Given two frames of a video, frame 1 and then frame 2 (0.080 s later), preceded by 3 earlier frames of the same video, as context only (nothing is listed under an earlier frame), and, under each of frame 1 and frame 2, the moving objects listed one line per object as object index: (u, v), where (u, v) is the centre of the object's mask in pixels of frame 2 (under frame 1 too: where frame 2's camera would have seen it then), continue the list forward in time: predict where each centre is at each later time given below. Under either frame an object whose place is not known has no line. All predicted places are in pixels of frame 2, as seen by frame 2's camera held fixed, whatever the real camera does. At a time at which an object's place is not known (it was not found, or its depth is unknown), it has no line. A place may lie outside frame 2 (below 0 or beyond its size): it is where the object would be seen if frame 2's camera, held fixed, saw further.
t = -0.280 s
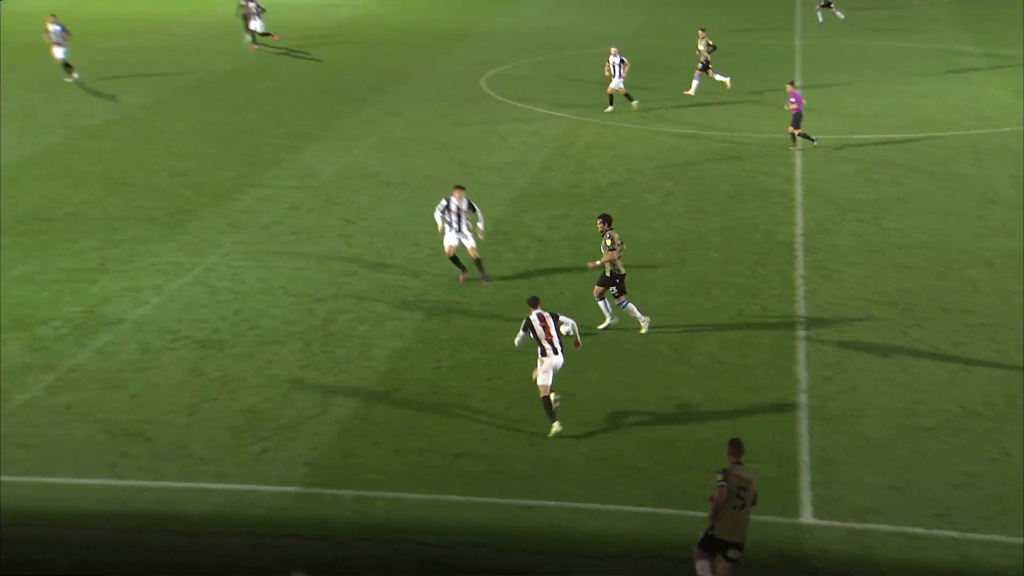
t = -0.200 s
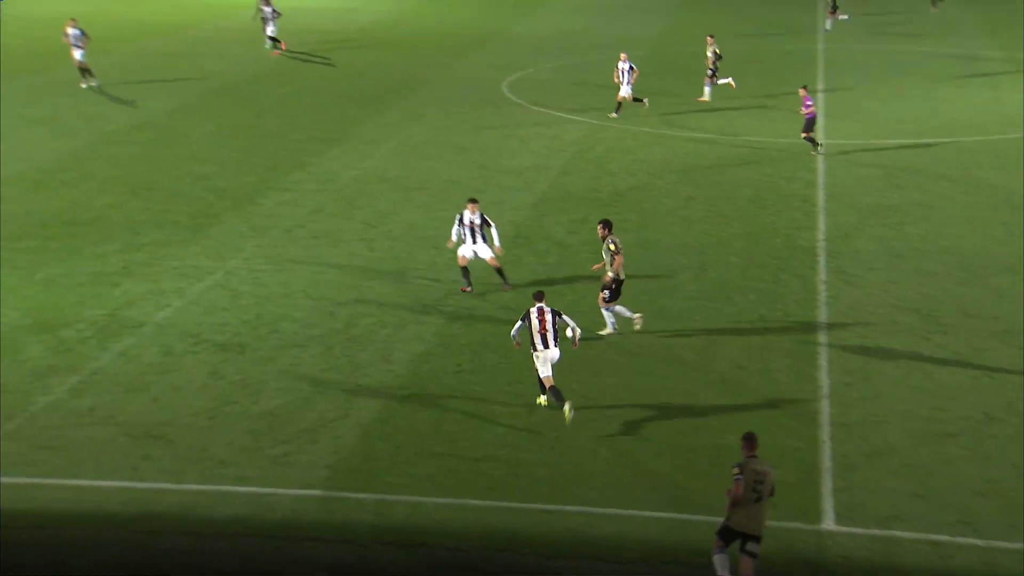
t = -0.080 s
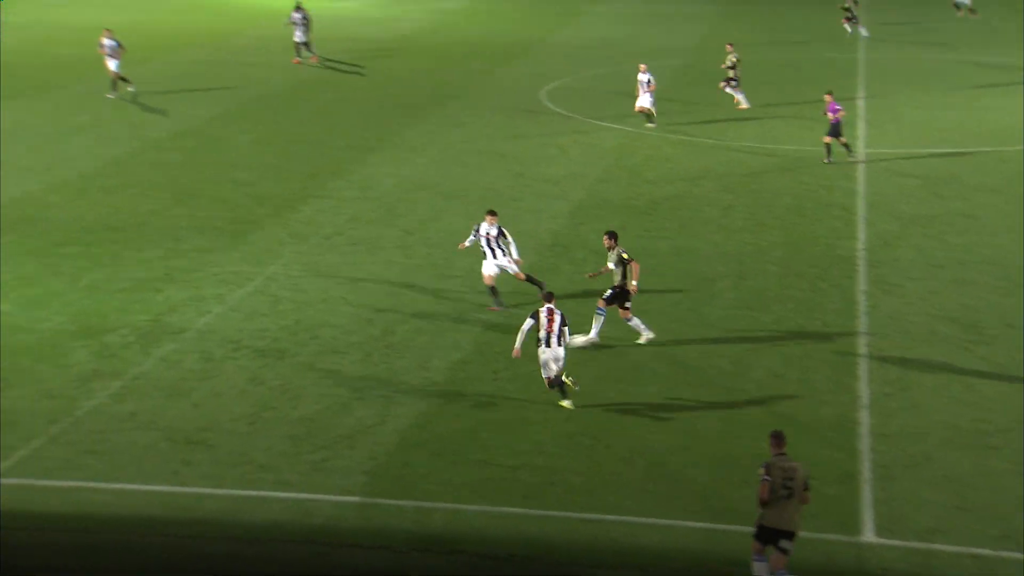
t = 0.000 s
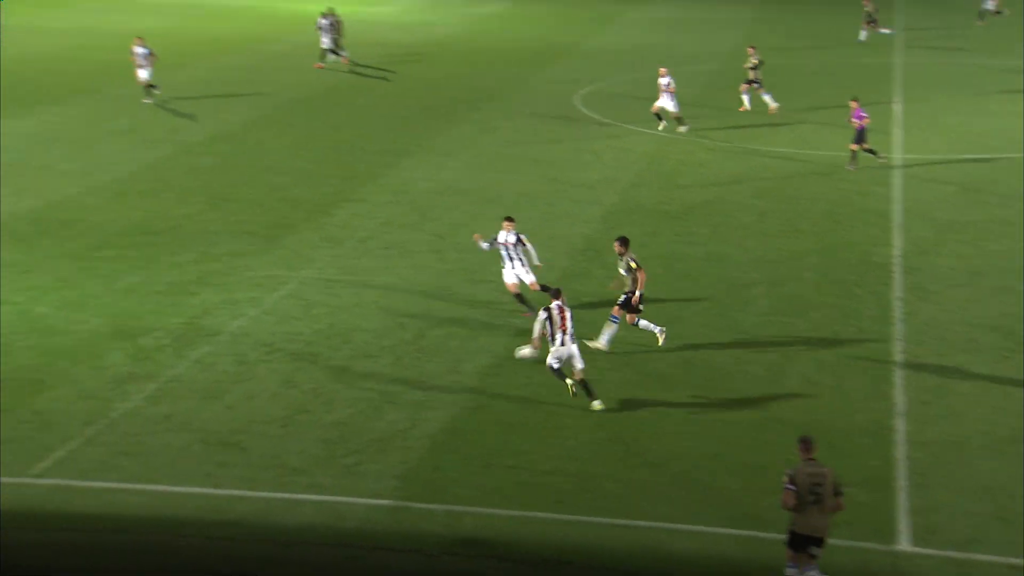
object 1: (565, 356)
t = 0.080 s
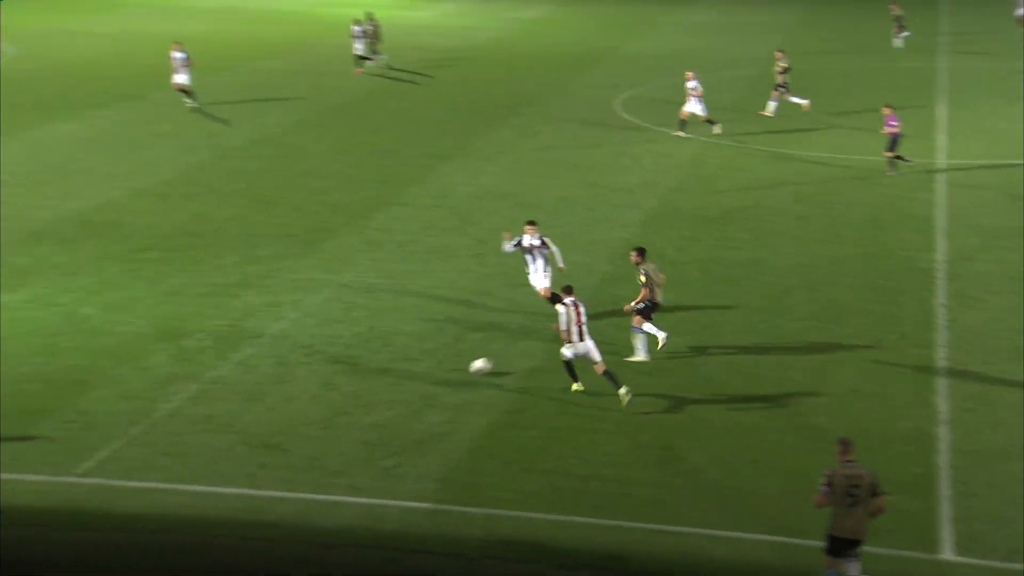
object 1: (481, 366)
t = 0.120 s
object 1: (435, 372)
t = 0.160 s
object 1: (396, 375)
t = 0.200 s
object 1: (356, 378)
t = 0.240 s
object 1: (316, 381)
